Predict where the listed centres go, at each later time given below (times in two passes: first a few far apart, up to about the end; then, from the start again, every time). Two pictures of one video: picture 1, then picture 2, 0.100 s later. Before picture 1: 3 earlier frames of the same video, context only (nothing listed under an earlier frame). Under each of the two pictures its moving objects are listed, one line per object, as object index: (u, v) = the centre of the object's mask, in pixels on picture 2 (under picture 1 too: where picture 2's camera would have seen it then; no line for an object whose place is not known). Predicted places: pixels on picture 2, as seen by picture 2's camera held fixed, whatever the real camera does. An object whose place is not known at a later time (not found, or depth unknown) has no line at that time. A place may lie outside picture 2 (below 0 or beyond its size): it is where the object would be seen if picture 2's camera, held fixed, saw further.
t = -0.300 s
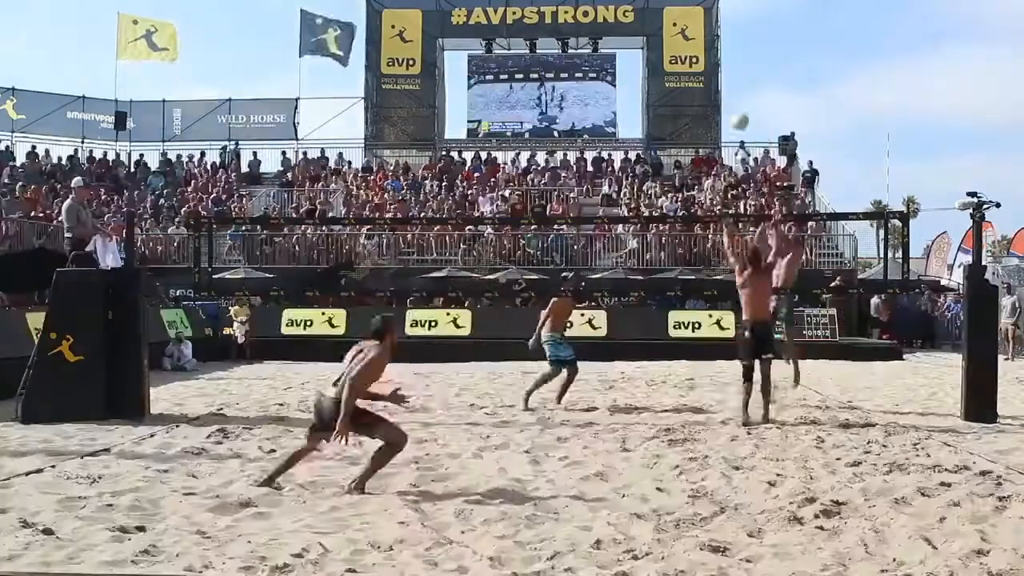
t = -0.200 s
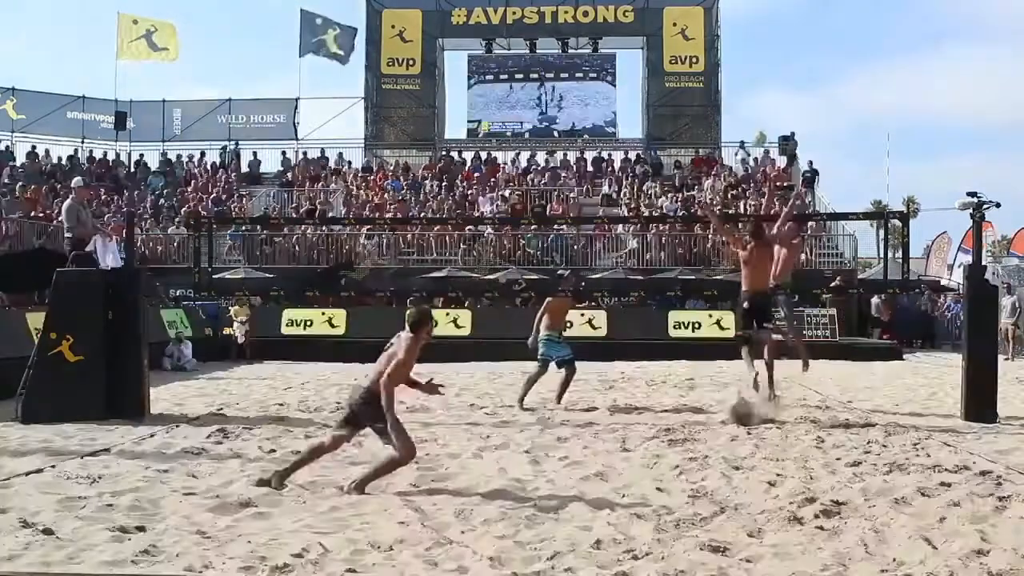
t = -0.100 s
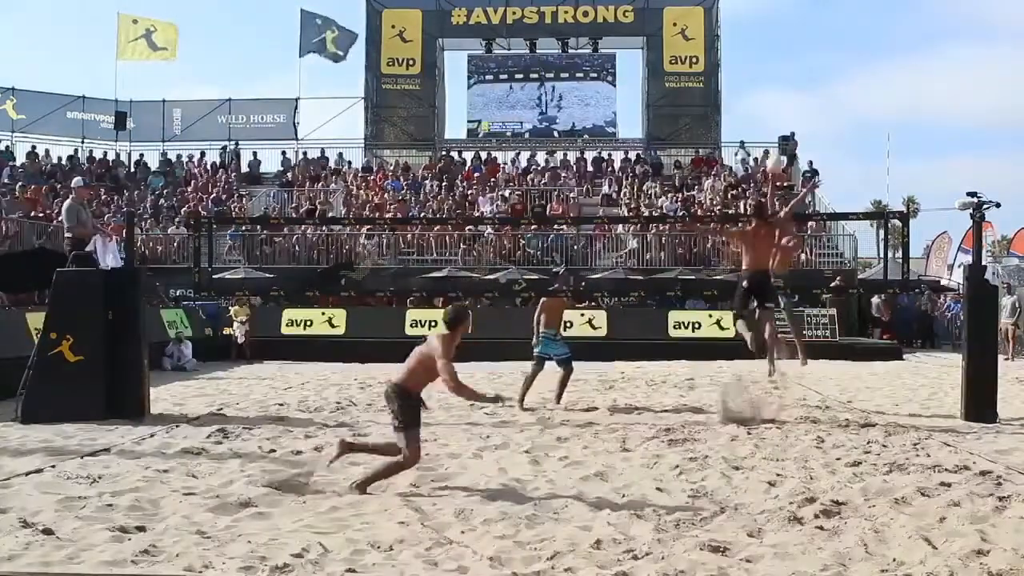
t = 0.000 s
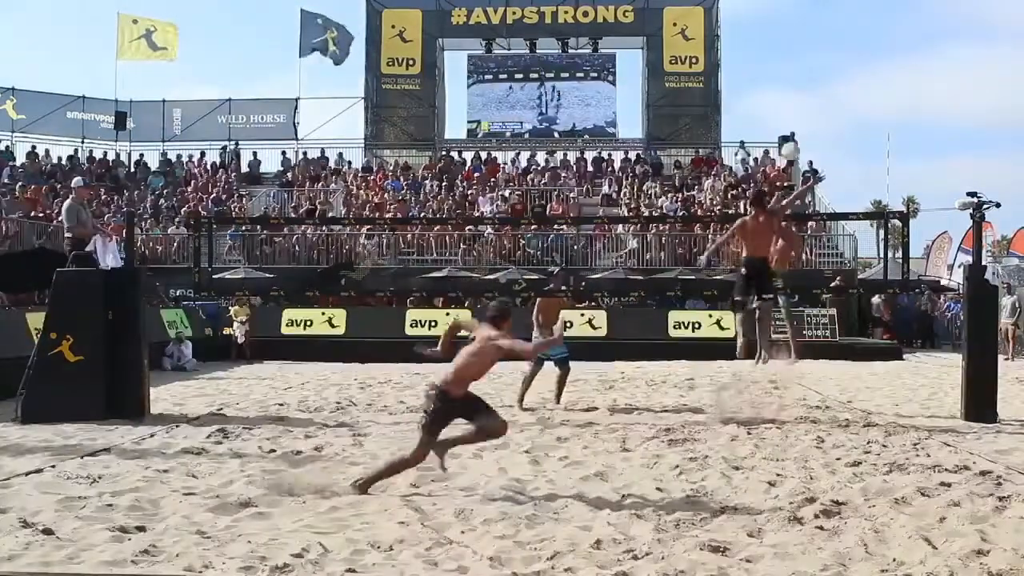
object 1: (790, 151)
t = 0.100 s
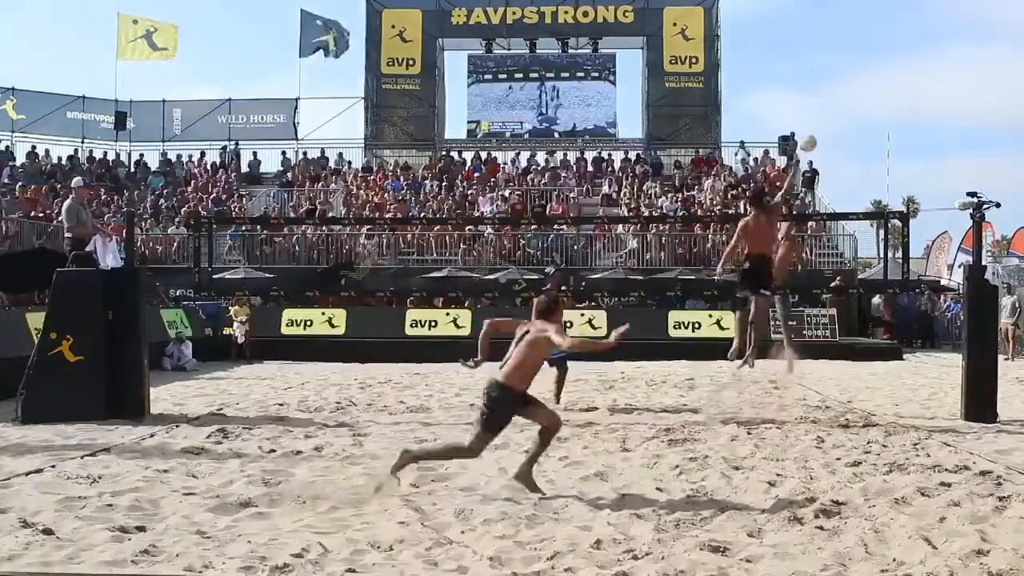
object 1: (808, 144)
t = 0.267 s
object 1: (839, 149)
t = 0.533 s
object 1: (896, 216)
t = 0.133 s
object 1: (814, 143)
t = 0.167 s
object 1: (820, 143)
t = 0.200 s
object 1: (827, 143)
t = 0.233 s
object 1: (833, 146)
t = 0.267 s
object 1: (839, 149)
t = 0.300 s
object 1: (846, 152)
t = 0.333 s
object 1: (853, 158)
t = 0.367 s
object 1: (860, 164)
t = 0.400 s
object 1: (867, 172)
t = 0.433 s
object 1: (874, 182)
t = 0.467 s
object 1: (883, 192)
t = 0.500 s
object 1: (891, 203)
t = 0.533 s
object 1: (896, 216)
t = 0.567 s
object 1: (905, 230)
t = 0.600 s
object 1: (912, 245)
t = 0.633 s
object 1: (922, 264)
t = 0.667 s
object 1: (930, 284)
